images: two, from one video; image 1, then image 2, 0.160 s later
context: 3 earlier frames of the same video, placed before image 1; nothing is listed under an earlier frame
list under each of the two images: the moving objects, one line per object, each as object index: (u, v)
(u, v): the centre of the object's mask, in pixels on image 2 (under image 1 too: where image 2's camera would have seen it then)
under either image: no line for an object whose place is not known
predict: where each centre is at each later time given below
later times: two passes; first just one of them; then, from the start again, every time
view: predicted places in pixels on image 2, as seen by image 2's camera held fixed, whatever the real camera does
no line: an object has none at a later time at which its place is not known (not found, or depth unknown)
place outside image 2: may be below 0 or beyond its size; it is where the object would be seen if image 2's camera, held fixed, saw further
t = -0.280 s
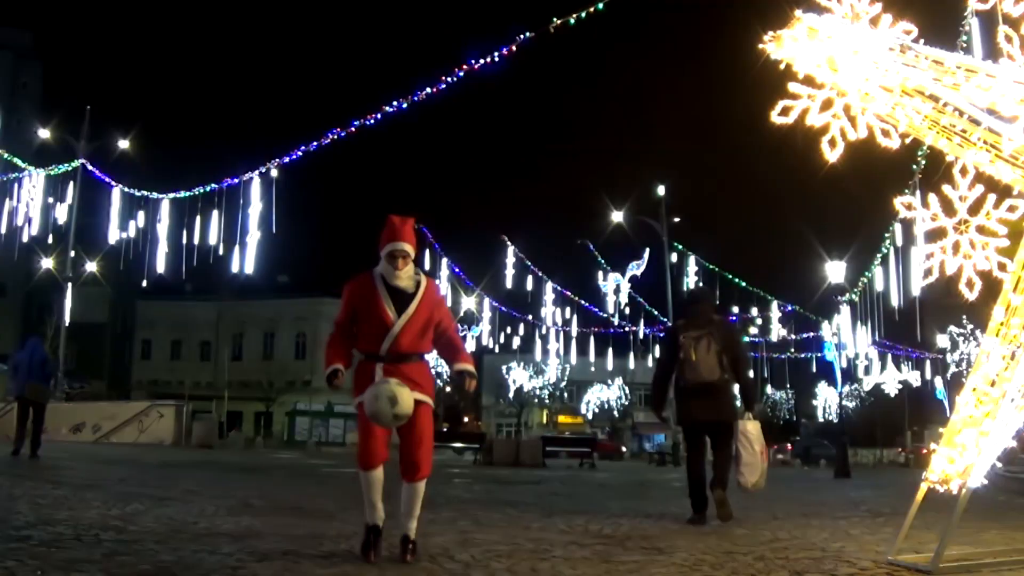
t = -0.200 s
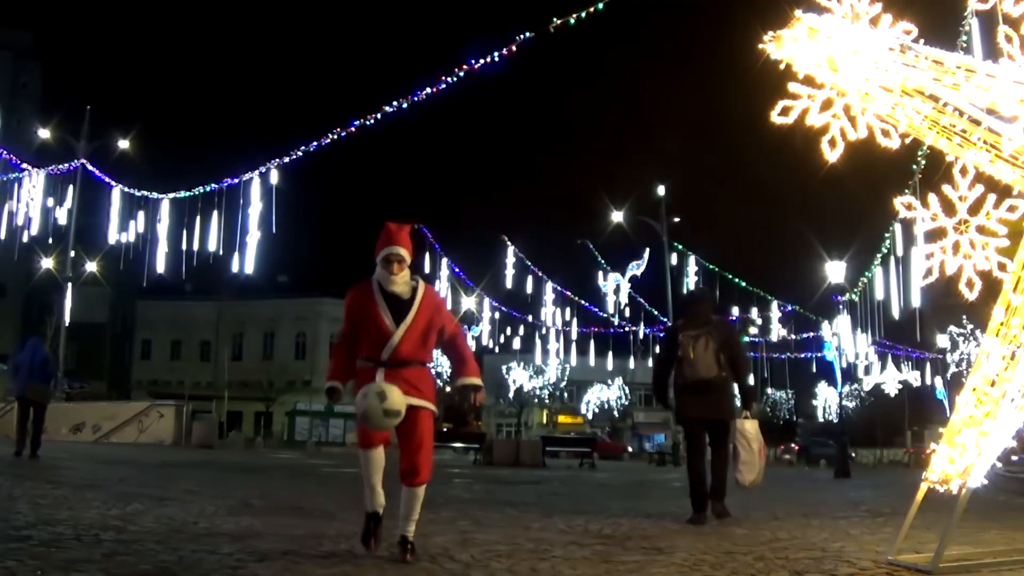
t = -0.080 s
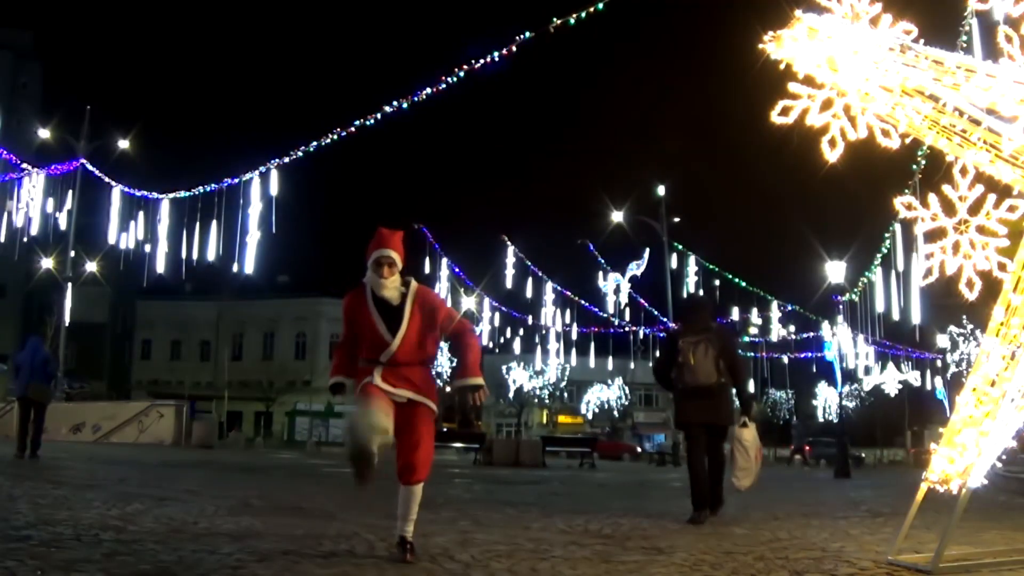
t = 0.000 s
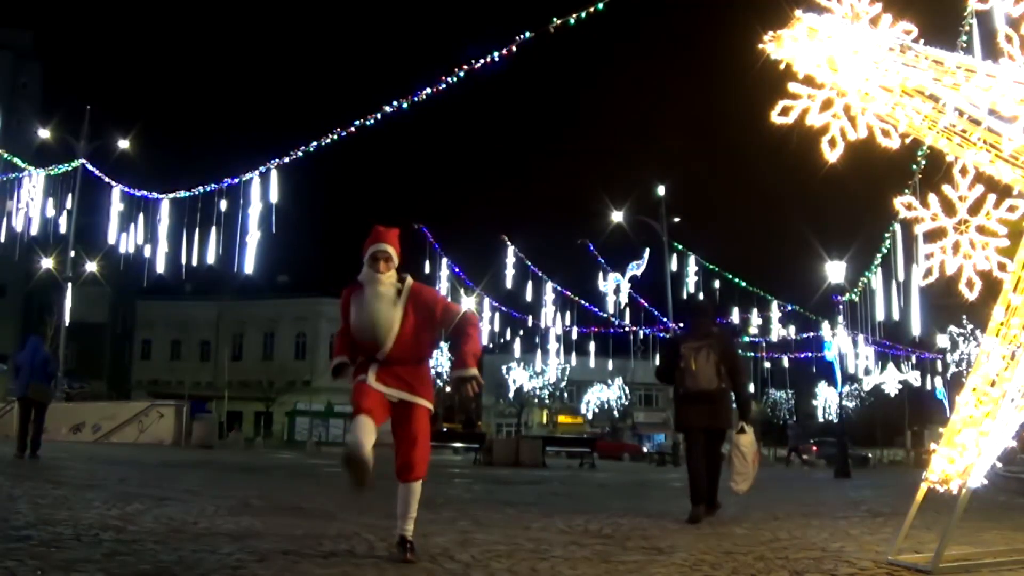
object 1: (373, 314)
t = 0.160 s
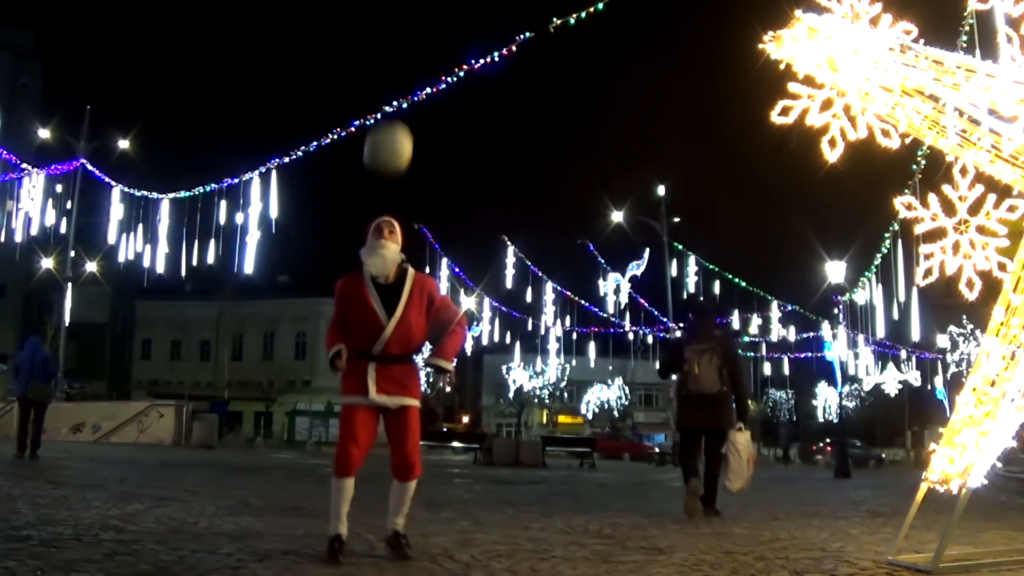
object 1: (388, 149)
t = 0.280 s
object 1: (397, 67)
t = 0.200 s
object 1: (392, 118)
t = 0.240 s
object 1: (395, 90)
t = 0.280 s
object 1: (397, 67)
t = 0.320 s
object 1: (400, 47)
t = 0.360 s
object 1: (403, 30)
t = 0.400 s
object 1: (406, 19)
